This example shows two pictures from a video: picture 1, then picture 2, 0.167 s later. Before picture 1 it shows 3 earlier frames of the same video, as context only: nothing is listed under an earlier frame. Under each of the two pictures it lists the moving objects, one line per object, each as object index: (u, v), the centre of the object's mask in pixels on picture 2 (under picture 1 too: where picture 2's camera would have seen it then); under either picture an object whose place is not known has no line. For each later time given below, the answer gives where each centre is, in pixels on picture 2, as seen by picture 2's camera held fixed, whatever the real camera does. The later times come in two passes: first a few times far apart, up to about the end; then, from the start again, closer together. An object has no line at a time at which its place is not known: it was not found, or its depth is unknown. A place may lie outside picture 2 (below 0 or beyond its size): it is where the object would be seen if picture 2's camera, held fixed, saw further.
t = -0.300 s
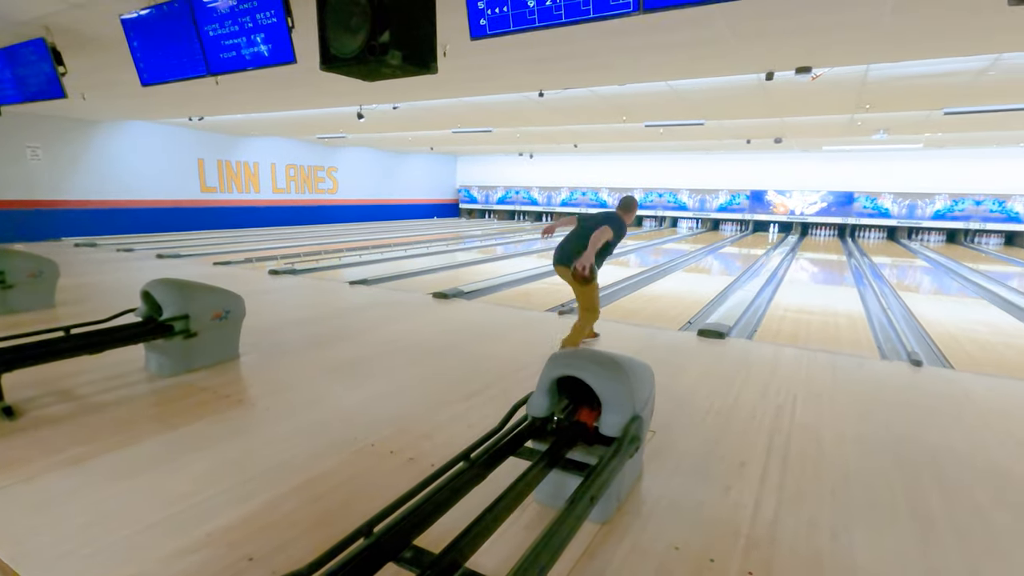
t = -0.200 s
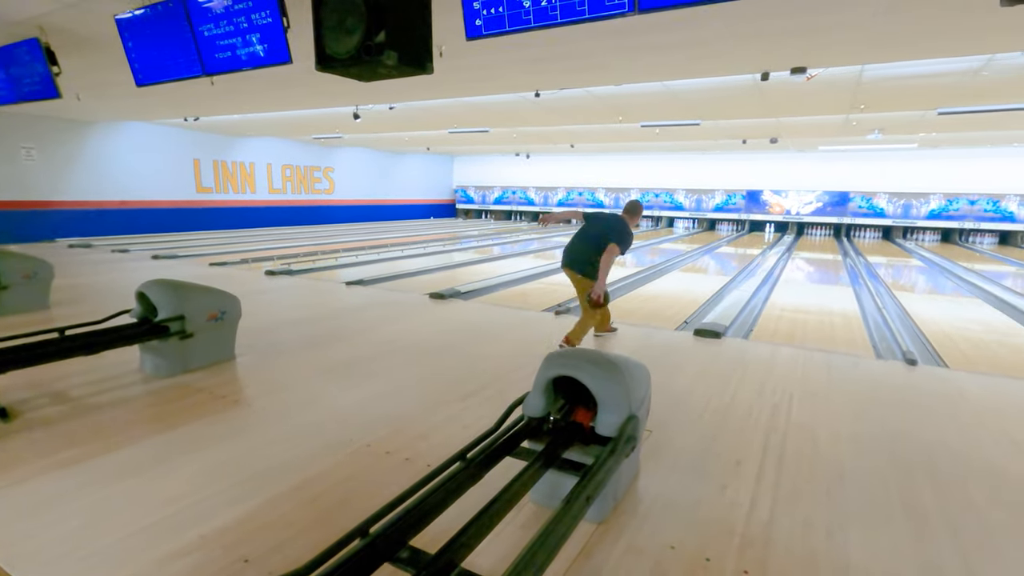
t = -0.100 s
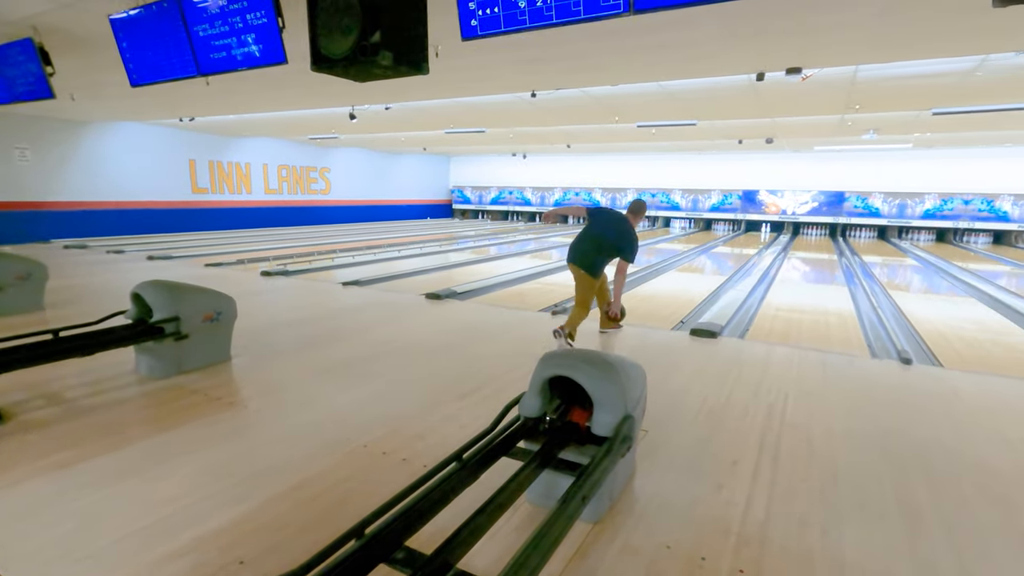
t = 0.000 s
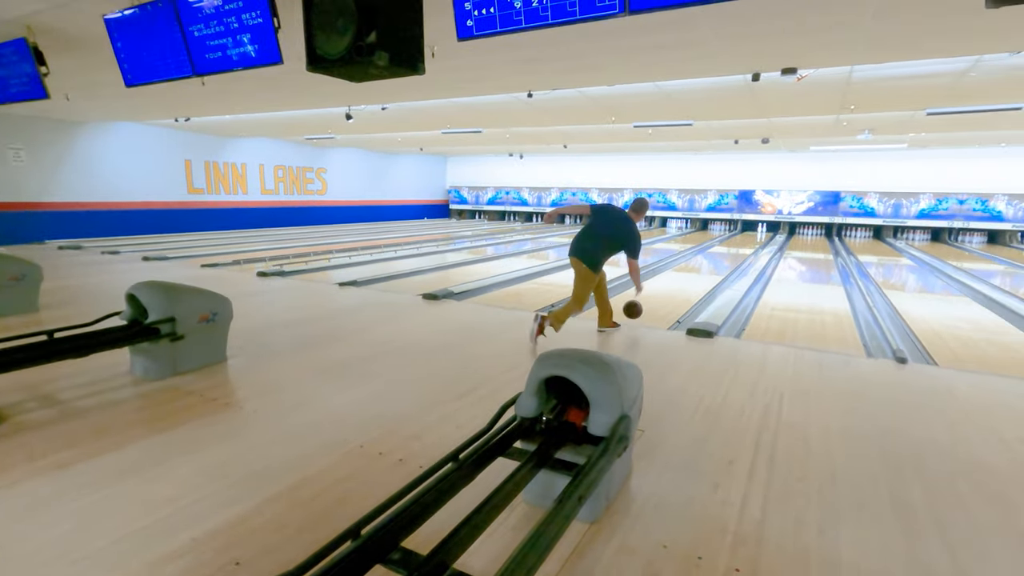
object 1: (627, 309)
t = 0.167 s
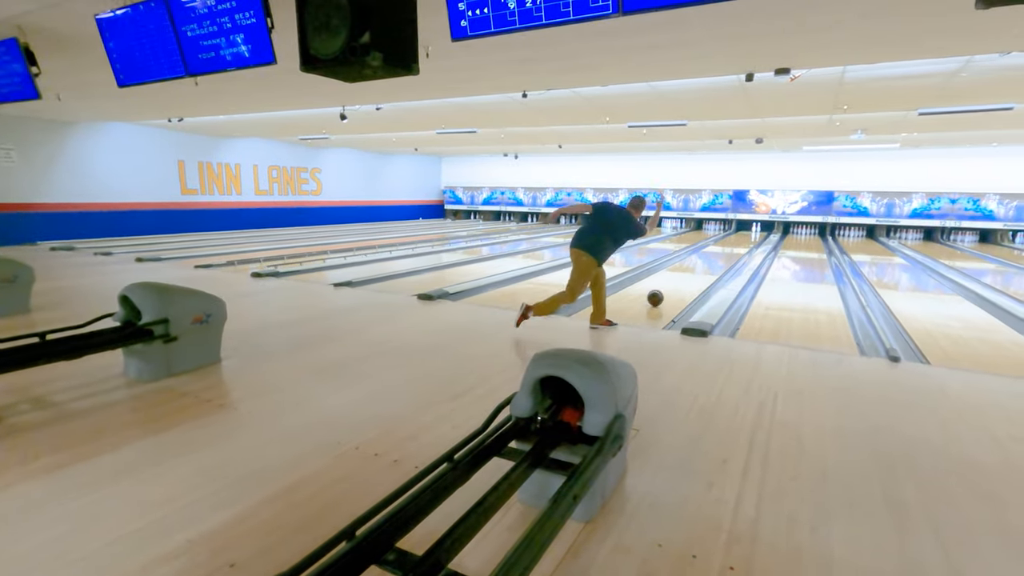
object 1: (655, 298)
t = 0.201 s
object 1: (659, 295)
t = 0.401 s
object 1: (681, 280)
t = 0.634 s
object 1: (699, 267)
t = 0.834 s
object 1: (711, 259)
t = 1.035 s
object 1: (720, 252)
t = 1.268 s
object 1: (727, 247)
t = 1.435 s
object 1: (732, 243)
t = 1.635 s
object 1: (737, 240)
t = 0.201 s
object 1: (659, 295)
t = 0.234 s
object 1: (664, 292)
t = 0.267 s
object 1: (668, 289)
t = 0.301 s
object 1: (671, 287)
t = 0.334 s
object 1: (675, 284)
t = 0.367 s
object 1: (678, 282)
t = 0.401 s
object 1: (681, 280)
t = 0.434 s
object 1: (684, 277)
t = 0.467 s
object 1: (687, 276)
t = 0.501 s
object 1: (690, 274)
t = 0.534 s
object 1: (692, 272)
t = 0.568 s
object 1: (695, 270)
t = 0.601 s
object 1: (697, 268)
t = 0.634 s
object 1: (699, 267)
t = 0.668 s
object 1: (701, 266)
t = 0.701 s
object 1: (703, 264)
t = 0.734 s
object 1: (705, 263)
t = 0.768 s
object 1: (707, 261)
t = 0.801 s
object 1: (709, 261)
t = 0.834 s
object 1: (711, 259)
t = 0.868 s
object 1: (712, 258)
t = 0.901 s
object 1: (714, 257)
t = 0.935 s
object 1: (715, 255)
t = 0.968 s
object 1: (717, 255)
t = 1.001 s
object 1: (718, 253)
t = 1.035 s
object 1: (720, 252)
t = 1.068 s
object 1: (721, 252)
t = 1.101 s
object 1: (722, 251)
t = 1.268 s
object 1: (727, 247)
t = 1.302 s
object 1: (728, 246)
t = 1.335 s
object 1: (730, 245)
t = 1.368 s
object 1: (730, 245)
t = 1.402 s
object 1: (731, 244)
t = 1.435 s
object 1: (732, 243)
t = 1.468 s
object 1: (733, 243)
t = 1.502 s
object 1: (733, 243)
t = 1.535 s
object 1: (735, 242)
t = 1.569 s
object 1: (735, 241)
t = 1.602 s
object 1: (736, 240)
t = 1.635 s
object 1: (737, 240)
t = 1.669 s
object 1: (738, 239)
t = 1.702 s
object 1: (738, 239)
